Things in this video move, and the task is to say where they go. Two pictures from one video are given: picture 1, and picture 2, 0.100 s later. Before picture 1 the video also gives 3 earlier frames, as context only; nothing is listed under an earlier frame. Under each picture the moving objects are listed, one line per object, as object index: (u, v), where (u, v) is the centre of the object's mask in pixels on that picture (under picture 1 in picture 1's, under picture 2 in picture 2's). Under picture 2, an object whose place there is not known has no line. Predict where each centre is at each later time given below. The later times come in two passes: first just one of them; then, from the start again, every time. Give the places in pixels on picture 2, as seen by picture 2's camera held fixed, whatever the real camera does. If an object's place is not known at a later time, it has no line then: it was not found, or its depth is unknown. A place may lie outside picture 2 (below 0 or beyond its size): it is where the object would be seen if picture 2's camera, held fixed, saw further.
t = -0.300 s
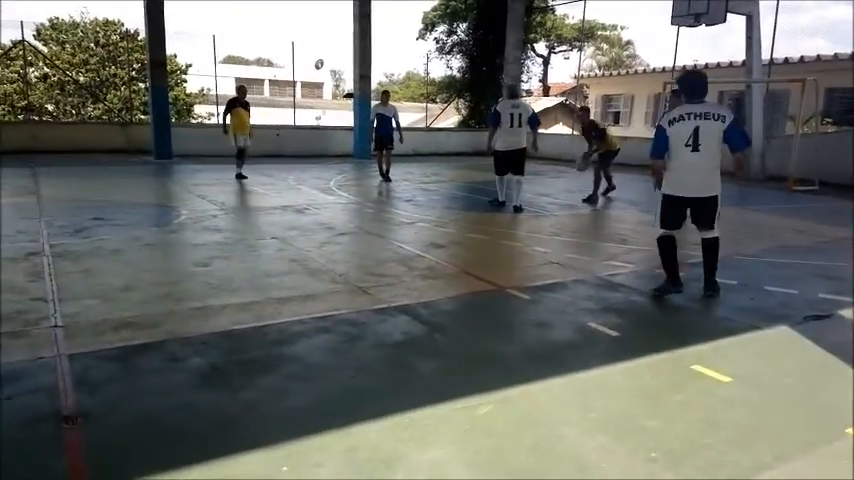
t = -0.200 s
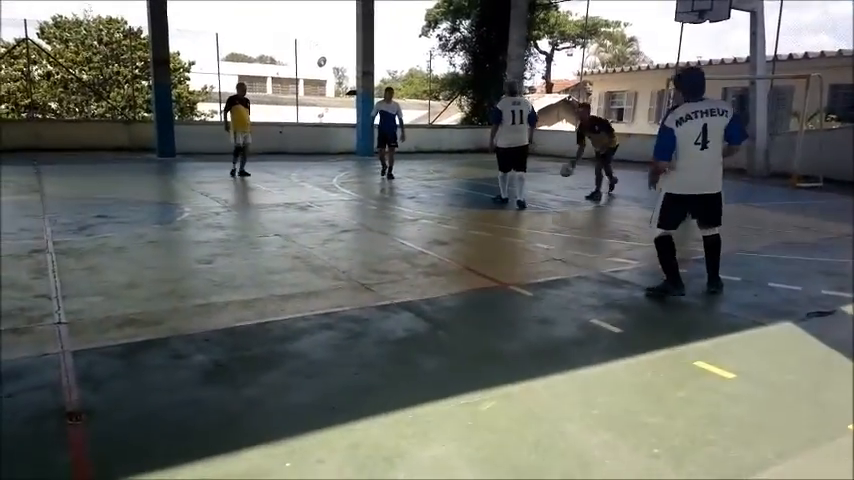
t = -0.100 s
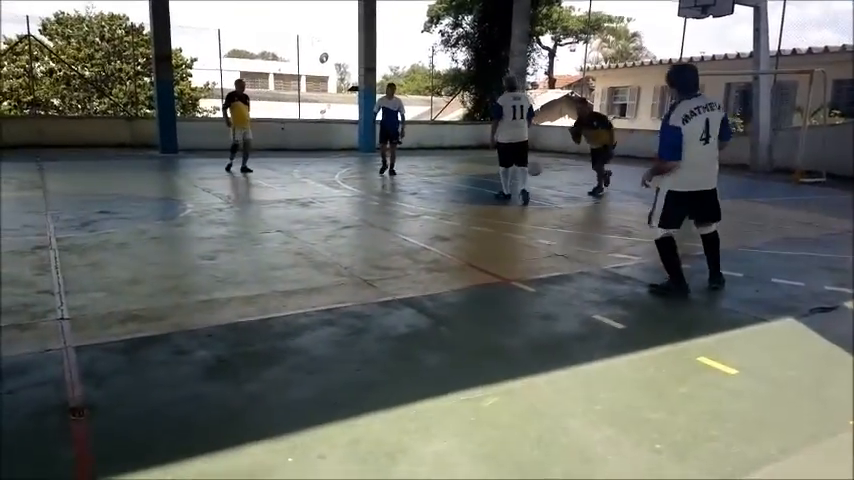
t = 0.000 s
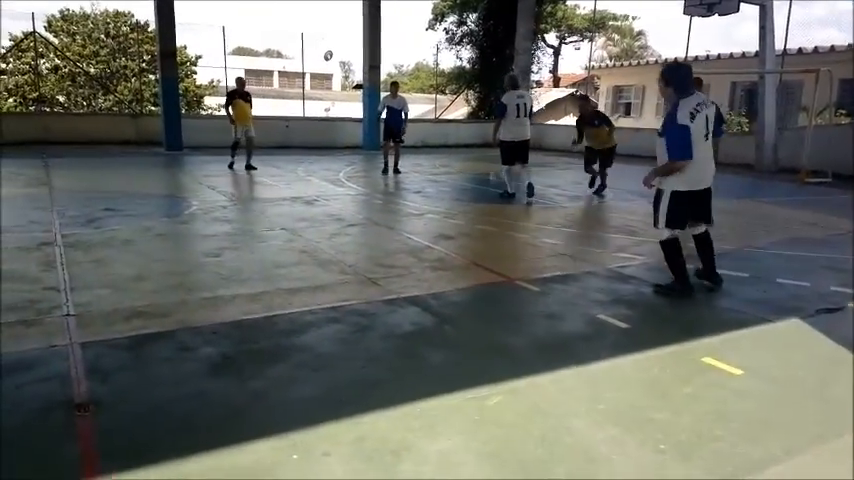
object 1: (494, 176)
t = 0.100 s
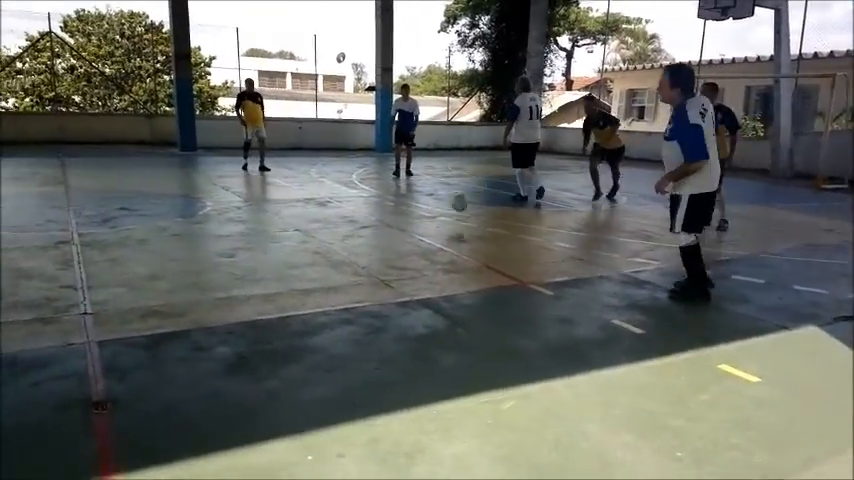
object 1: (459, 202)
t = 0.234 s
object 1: (383, 219)
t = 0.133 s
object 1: (440, 213)
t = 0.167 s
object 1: (420, 222)
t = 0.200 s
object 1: (402, 220)
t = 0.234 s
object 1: (383, 219)
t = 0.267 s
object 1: (364, 218)
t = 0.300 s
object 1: (343, 219)
